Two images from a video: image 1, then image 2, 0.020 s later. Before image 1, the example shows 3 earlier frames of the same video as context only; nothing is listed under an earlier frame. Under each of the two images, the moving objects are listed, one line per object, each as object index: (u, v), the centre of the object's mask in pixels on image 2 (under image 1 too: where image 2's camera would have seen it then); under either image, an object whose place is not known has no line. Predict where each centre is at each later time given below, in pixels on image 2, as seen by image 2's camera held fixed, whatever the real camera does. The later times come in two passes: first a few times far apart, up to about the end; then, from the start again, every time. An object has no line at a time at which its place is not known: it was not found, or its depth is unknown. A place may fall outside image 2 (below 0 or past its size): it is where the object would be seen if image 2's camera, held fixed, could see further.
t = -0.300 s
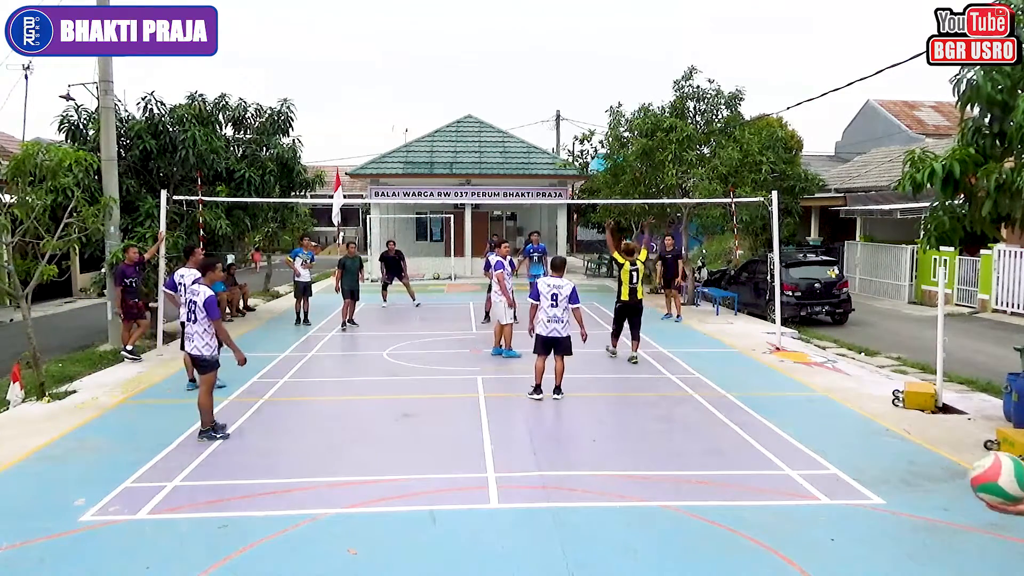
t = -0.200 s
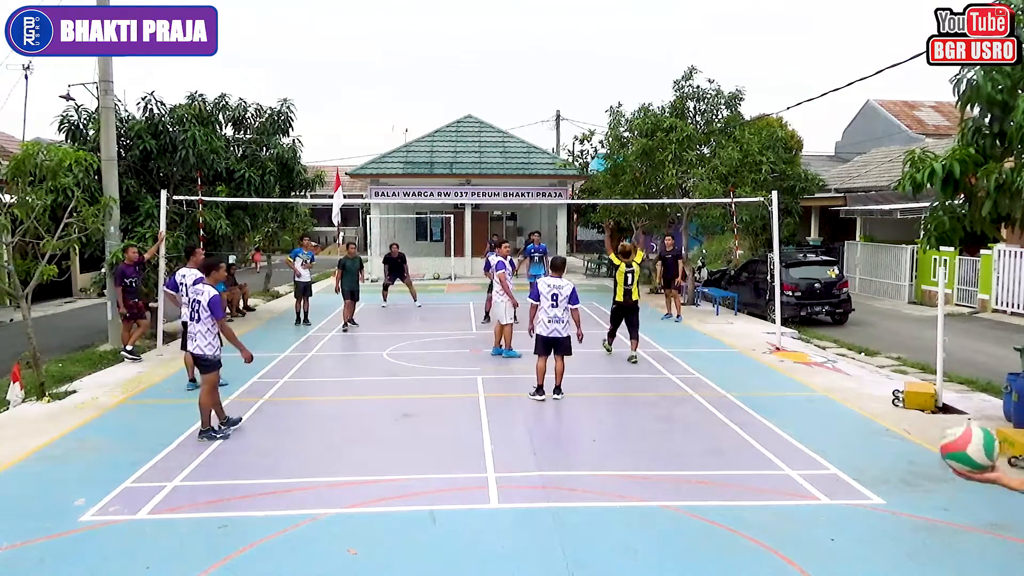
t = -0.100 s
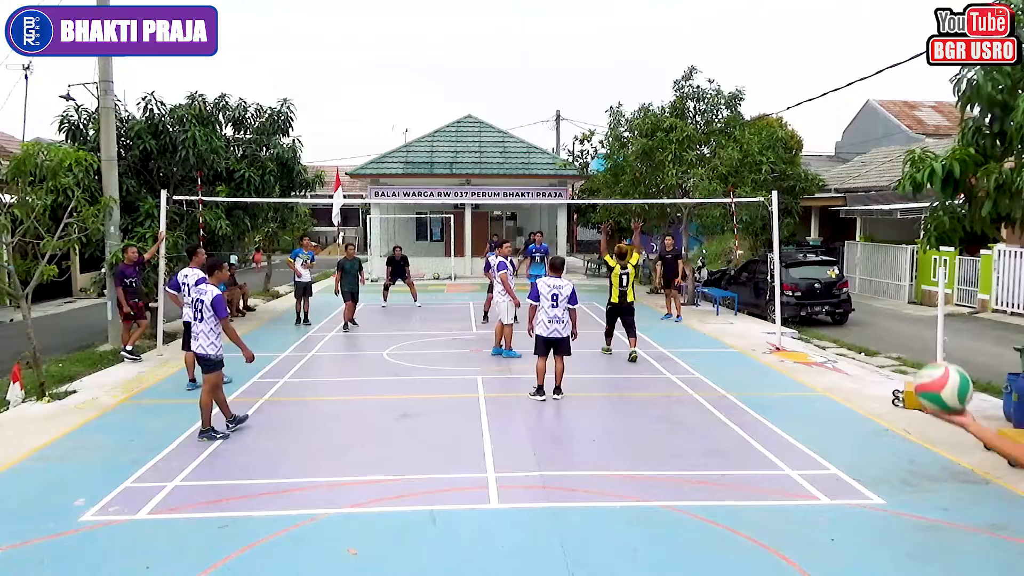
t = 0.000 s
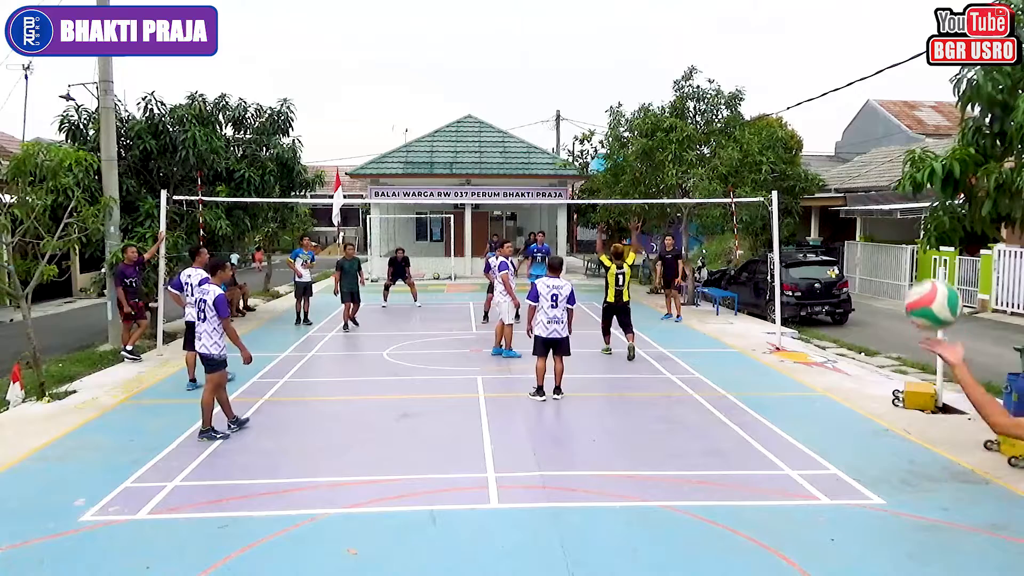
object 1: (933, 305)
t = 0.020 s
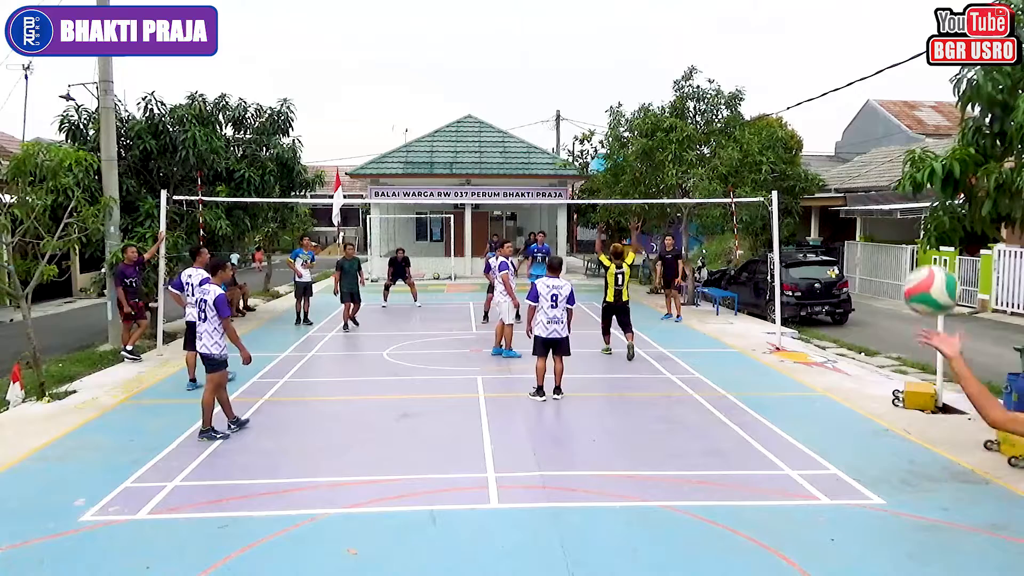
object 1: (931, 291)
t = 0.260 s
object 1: (909, 195)
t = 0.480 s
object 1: (886, 226)
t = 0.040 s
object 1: (929, 277)
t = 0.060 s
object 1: (928, 264)
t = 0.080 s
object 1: (926, 253)
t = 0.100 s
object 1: (925, 243)
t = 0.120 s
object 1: (923, 233)
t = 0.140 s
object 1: (921, 225)
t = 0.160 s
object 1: (919, 217)
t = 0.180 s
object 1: (917, 211)
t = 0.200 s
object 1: (915, 206)
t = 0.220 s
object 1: (914, 201)
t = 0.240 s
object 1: (912, 198)
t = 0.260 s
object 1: (909, 195)
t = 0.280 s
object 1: (908, 193)
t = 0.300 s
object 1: (906, 193)
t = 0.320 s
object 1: (904, 193)
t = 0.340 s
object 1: (902, 194)
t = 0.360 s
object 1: (900, 196)
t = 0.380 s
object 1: (897, 199)
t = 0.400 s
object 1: (895, 203)
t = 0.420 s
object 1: (893, 208)
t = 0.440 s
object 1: (890, 213)
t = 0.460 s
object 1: (888, 220)
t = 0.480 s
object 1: (886, 226)
